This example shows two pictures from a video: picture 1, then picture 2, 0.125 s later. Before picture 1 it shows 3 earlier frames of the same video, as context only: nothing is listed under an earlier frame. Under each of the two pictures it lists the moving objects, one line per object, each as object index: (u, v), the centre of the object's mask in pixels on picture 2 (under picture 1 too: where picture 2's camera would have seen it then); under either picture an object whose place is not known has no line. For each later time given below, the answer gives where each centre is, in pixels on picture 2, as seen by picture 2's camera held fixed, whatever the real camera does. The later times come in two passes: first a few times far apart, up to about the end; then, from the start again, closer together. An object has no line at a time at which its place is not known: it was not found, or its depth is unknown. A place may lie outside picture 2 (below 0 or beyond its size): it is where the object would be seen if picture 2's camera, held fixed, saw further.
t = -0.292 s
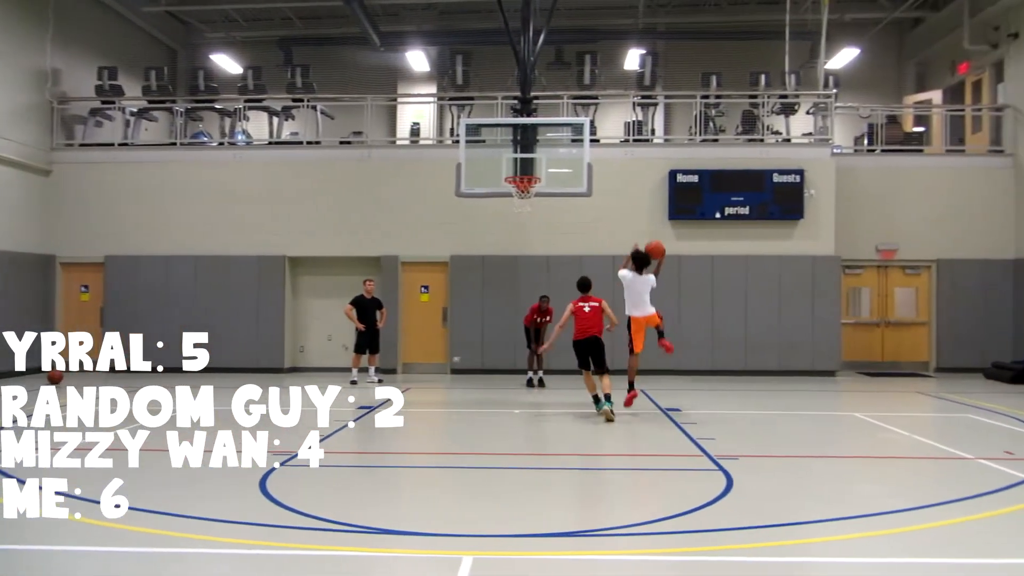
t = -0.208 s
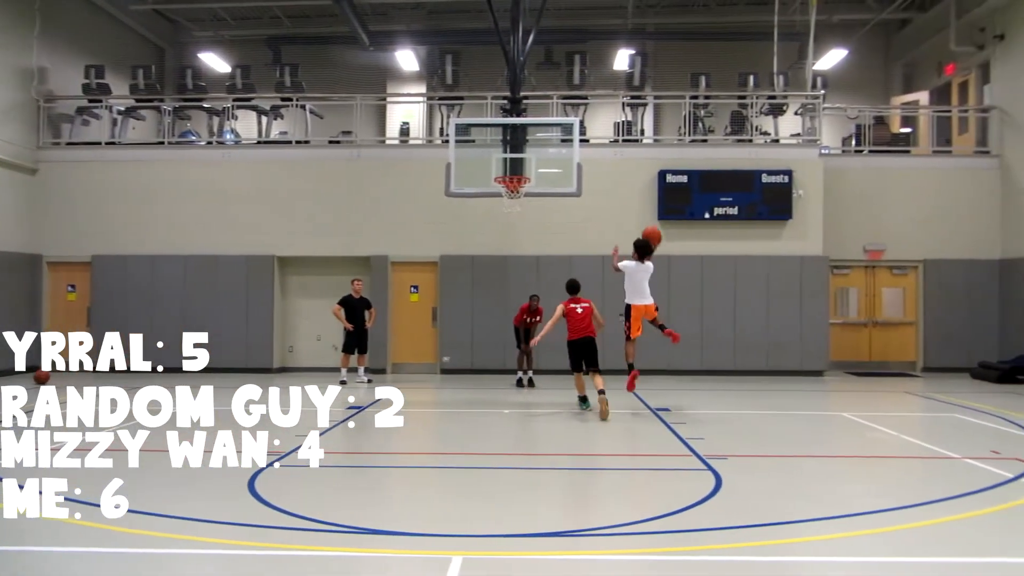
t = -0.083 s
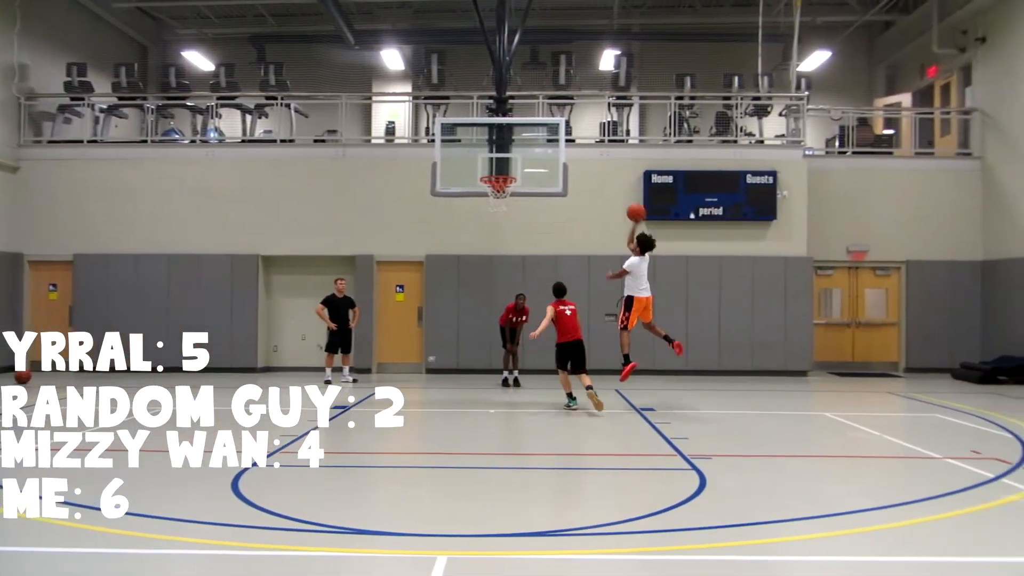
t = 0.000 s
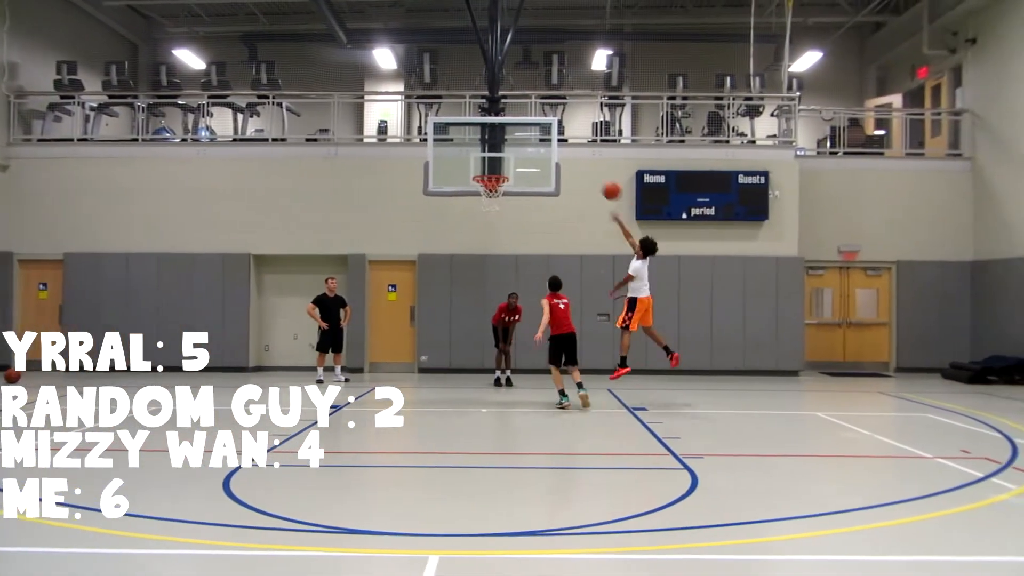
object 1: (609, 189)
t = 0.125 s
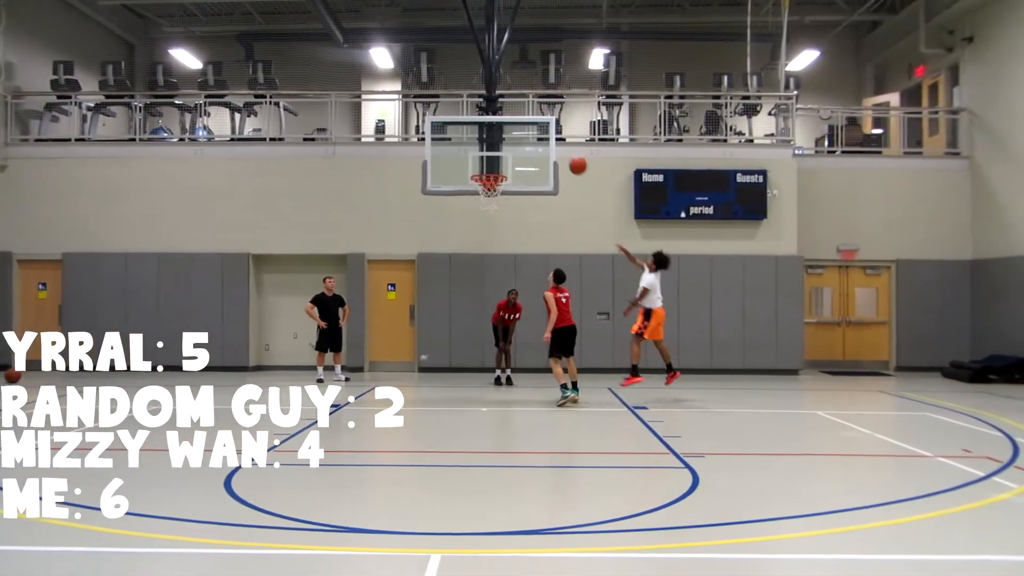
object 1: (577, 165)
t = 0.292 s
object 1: (537, 151)
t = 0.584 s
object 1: (486, 162)
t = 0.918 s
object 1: (498, 165)
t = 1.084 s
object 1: (505, 171)
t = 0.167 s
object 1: (567, 160)
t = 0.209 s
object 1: (557, 155)
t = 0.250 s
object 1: (547, 153)
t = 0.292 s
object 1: (537, 151)
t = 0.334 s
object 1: (527, 150)
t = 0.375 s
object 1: (518, 151)
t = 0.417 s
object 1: (508, 153)
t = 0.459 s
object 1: (502, 154)
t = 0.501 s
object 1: (497, 155)
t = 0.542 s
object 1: (491, 158)
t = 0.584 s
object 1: (486, 162)
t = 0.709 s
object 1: (488, 168)
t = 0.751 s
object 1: (495, 169)
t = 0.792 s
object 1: (497, 167)
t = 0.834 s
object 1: (497, 165)
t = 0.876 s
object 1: (497, 165)
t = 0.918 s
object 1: (498, 165)
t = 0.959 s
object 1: (499, 166)
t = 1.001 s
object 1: (500, 169)
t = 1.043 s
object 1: (503, 170)
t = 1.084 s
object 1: (505, 171)
